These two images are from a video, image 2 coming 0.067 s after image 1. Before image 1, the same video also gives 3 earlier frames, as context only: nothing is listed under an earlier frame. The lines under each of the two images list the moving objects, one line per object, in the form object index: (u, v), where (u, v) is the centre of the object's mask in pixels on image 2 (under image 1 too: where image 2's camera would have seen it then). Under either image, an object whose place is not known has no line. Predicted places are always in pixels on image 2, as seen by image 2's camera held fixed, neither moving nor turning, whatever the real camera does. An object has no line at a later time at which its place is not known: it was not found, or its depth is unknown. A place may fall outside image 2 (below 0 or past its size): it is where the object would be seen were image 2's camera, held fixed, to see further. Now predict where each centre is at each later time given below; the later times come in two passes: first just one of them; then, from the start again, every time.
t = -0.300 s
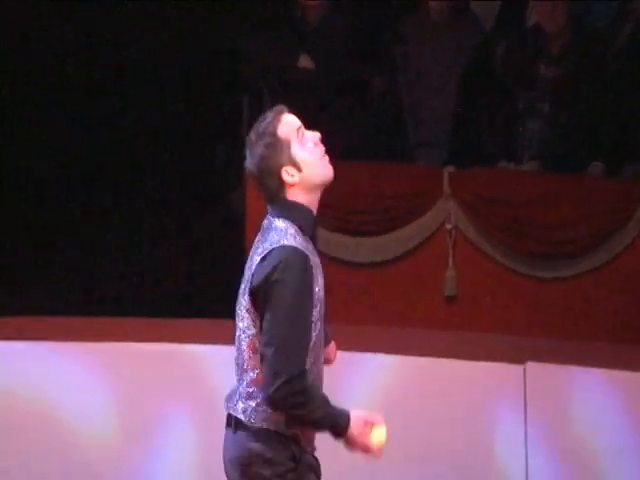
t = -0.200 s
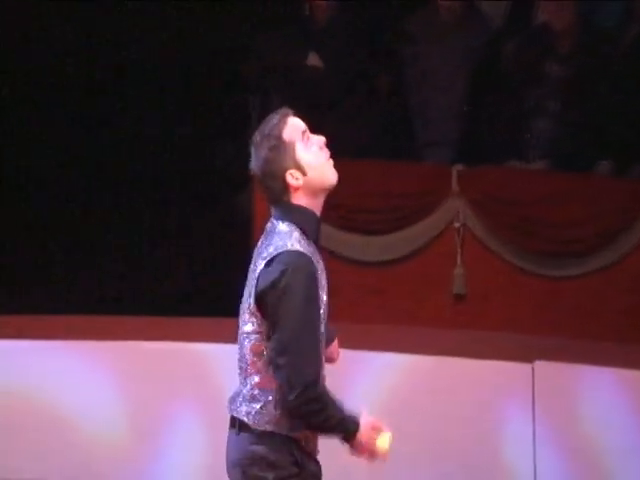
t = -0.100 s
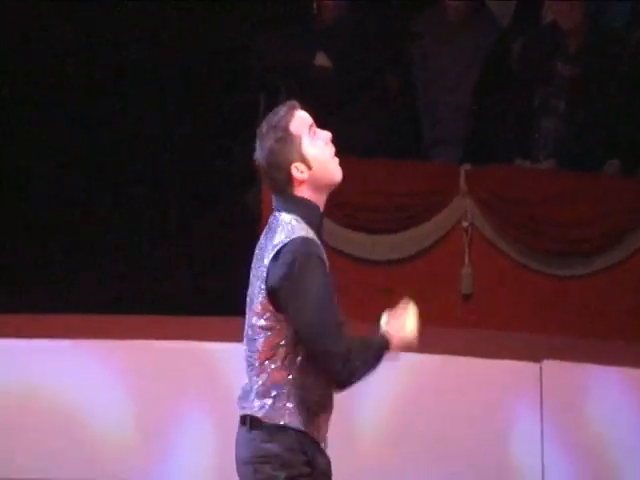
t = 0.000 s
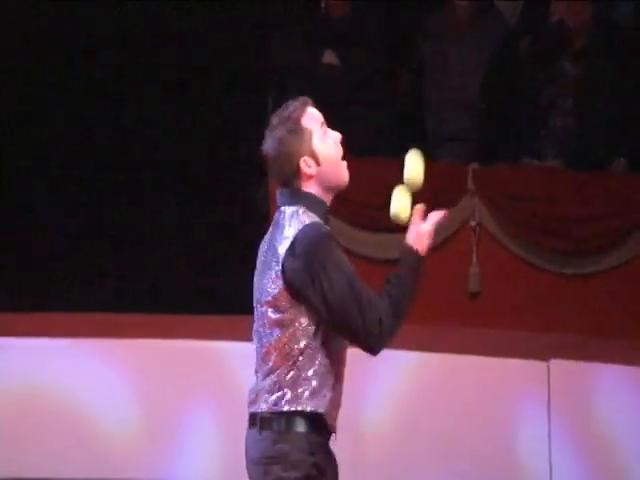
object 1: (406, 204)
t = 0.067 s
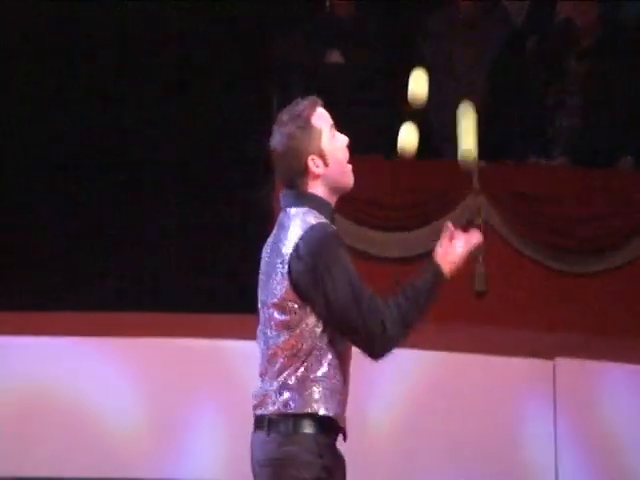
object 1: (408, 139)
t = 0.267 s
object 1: (416, 54)
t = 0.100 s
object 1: (409, 114)
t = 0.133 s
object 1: (410, 93)
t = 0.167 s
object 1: (411, 76)
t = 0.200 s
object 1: (412, 64)
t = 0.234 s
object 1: (413, 57)
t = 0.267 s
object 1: (416, 54)
